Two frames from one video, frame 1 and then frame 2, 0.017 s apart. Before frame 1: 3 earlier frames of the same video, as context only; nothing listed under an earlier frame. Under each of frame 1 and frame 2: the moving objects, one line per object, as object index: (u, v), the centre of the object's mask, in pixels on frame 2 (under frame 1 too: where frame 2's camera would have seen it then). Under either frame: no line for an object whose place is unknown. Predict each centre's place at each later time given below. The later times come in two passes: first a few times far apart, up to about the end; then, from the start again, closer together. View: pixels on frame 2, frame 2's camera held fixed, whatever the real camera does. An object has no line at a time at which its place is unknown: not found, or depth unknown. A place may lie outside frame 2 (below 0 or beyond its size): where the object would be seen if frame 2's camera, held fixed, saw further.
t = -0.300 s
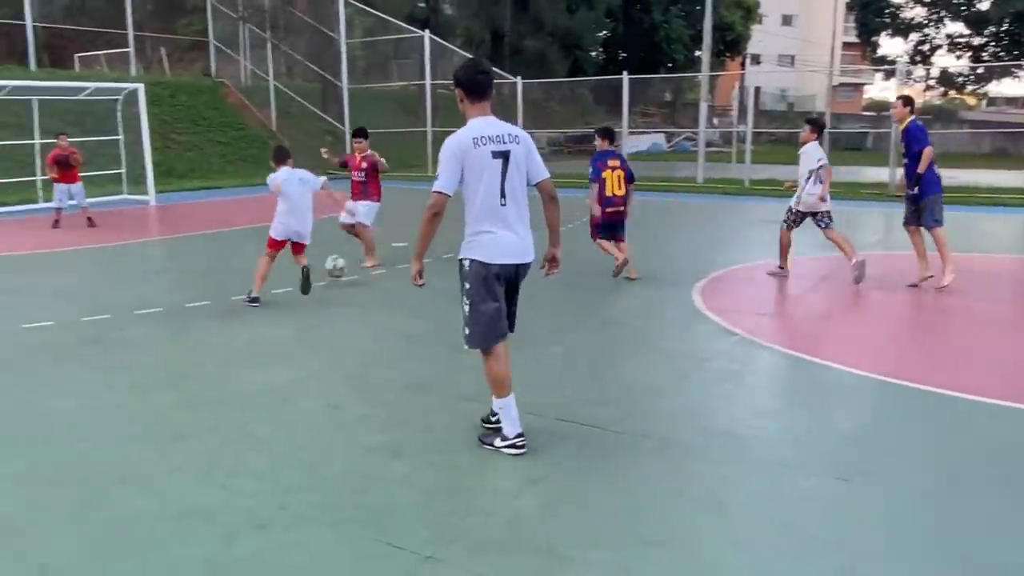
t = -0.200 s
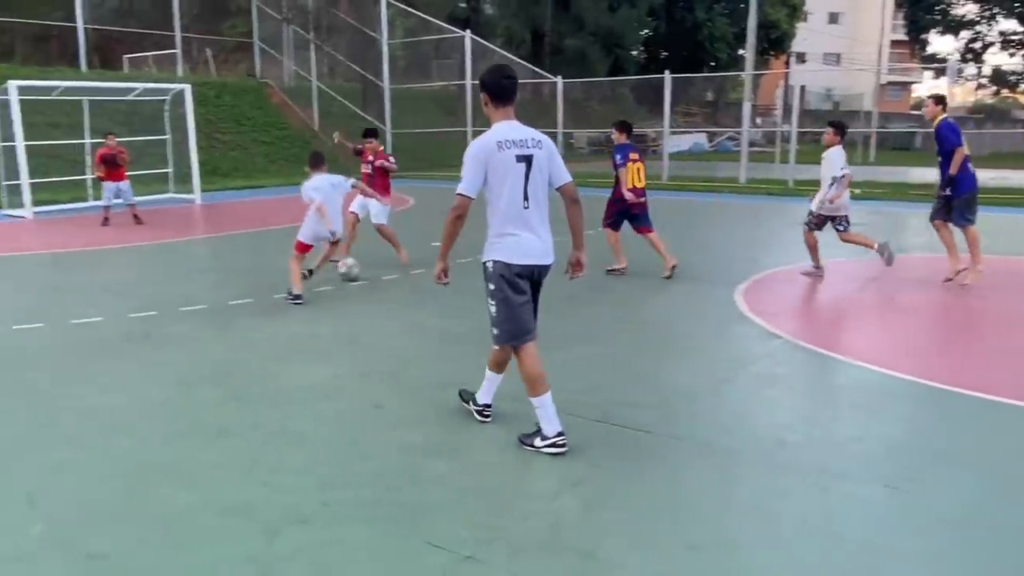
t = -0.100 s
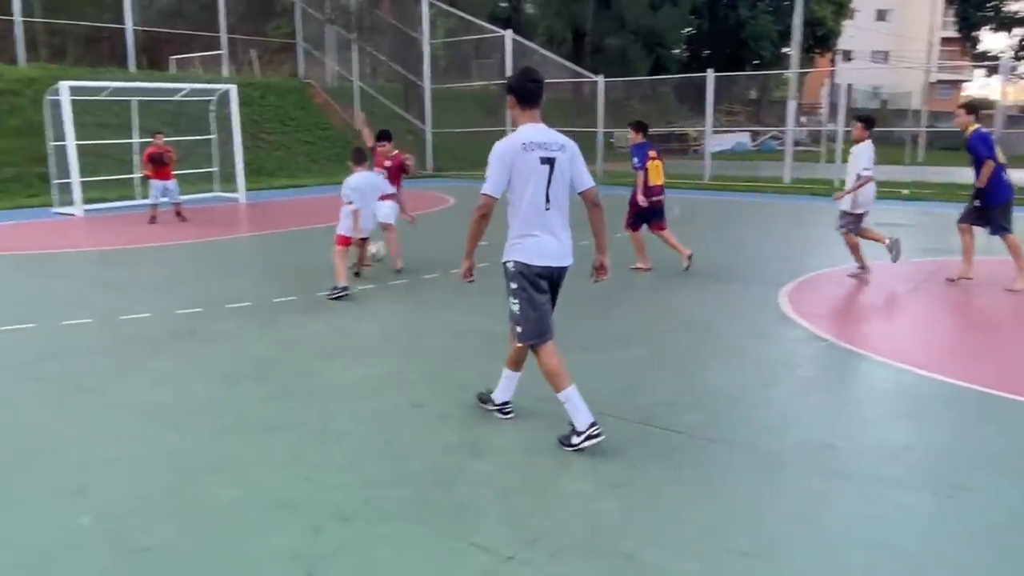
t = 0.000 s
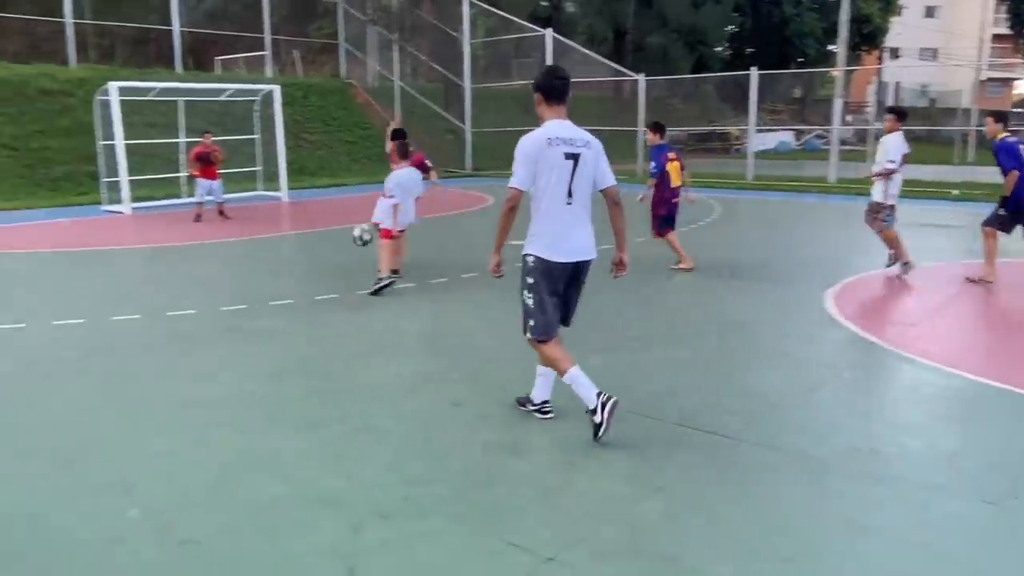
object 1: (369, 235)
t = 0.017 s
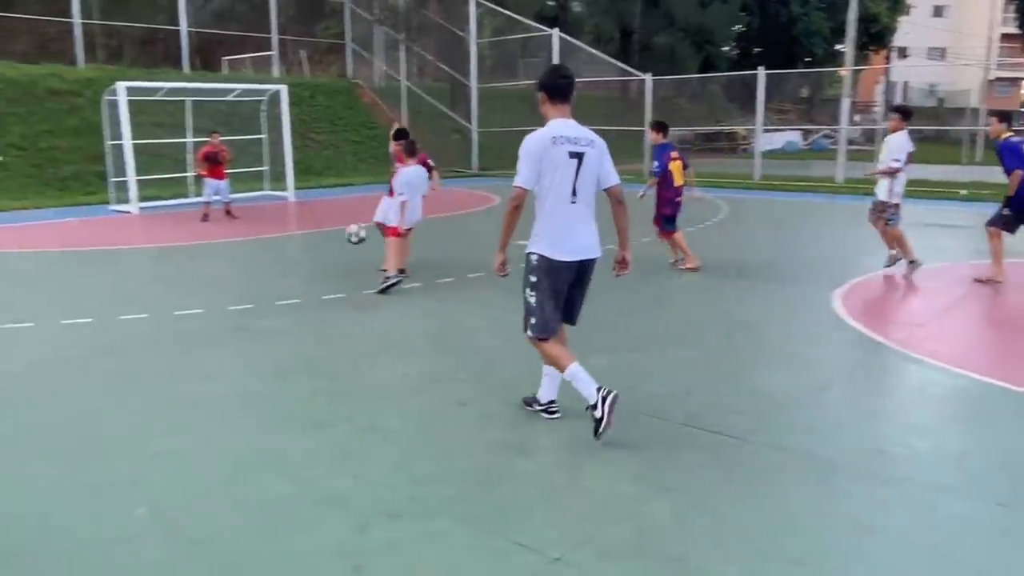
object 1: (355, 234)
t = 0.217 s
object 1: (198, 237)
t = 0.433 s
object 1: (-12, 300)
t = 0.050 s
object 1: (333, 230)
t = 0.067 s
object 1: (320, 230)
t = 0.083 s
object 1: (306, 230)
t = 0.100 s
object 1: (293, 230)
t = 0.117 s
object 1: (281, 230)
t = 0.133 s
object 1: (267, 229)
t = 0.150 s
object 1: (255, 230)
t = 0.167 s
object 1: (240, 232)
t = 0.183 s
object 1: (225, 234)
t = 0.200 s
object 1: (211, 235)
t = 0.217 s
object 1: (198, 237)
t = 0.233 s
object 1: (181, 240)
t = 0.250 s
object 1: (167, 242)
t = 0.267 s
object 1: (154, 245)
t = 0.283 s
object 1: (138, 249)
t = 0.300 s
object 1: (122, 253)
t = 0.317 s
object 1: (107, 257)
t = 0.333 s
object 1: (91, 261)
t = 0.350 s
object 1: (74, 267)
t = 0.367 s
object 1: (58, 272)
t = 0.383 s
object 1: (41, 278)
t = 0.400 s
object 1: (24, 284)
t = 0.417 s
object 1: (6, 291)
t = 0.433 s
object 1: (-12, 300)
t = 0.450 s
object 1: (-29, 309)
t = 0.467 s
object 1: (-43, 311)
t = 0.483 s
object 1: (-56, 306)
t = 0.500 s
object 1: (-69, 302)
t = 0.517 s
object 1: (-81, 299)
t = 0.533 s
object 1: (-93, 296)
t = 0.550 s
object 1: (-106, 294)
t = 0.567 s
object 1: (-117, 292)
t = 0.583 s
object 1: (-129, 290)
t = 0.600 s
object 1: (-142, 289)
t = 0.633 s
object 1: (-167, 287)
